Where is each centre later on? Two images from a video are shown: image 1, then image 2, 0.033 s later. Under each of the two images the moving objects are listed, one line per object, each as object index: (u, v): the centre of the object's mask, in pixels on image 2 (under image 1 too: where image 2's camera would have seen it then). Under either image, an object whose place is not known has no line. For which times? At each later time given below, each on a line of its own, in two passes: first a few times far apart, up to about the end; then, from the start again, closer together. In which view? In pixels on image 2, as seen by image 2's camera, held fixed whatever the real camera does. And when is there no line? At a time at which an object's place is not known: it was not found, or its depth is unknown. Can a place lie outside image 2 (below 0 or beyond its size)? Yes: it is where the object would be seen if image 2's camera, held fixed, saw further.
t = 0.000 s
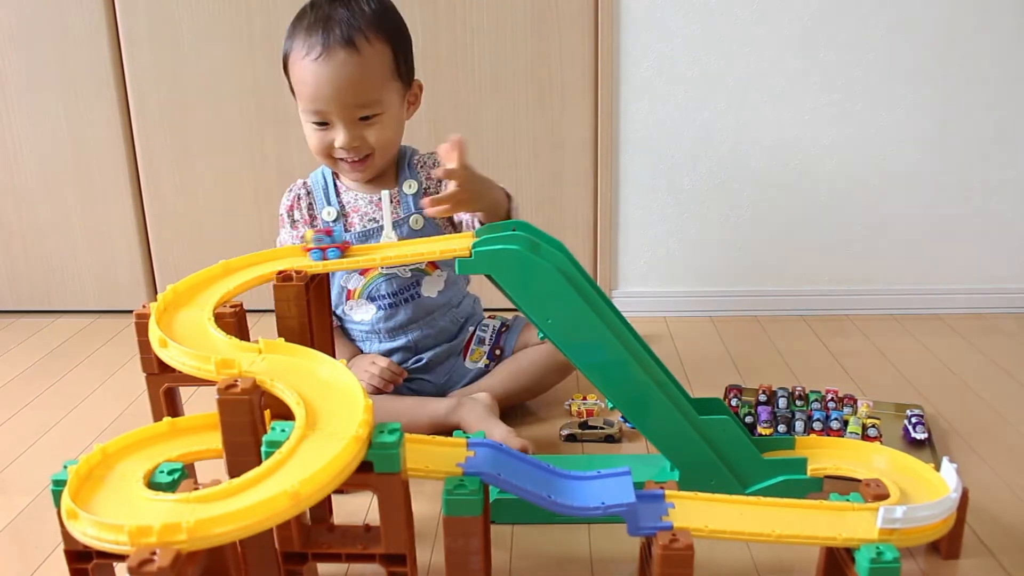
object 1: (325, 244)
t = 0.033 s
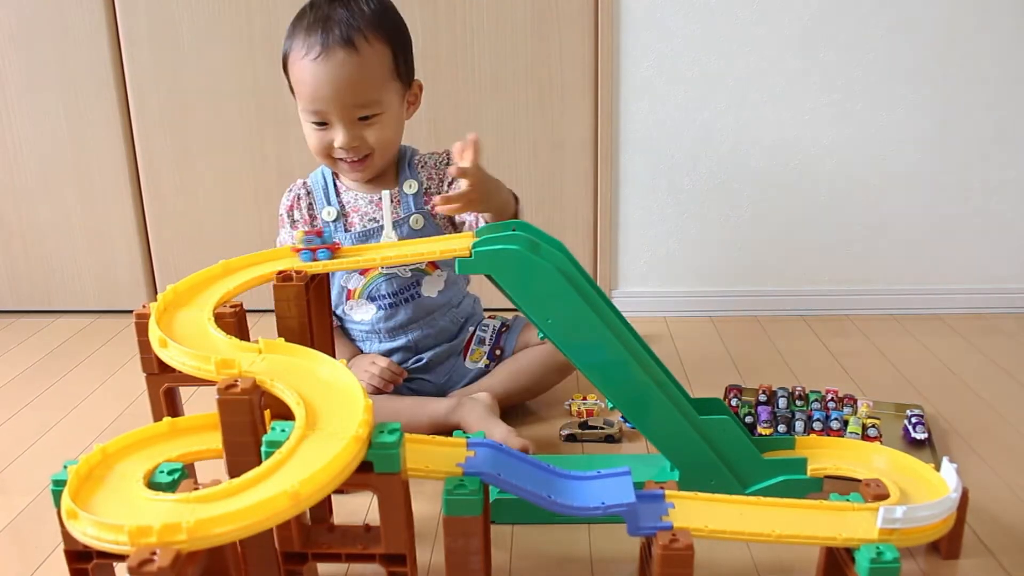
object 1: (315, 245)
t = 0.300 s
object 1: (236, 260)
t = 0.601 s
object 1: (170, 309)
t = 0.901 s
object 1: (280, 354)
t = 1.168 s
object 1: (330, 427)
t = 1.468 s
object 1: (150, 501)
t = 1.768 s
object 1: (119, 446)
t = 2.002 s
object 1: (215, 427)
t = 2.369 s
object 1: (499, 448)
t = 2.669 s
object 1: (796, 492)
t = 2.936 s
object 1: (919, 478)
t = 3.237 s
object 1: (839, 451)
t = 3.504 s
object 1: (826, 450)
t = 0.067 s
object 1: (305, 246)
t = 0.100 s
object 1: (295, 247)
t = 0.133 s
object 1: (285, 247)
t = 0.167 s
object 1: (275, 249)
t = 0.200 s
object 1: (266, 250)
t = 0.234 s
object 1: (257, 253)
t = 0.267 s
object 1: (246, 256)
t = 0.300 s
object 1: (236, 260)
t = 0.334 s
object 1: (226, 264)
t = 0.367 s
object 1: (216, 268)
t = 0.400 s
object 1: (206, 274)
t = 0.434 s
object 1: (197, 280)
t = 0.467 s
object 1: (187, 286)
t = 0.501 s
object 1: (180, 292)
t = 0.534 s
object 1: (175, 297)
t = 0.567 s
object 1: (172, 302)
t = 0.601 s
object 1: (170, 309)
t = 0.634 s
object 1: (172, 315)
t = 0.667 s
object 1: (175, 321)
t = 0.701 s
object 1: (182, 327)
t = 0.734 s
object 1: (191, 332)
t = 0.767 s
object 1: (206, 338)
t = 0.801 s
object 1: (224, 343)
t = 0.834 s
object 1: (244, 348)
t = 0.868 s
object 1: (261, 351)
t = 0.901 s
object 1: (280, 354)
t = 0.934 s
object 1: (301, 358)
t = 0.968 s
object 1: (318, 365)
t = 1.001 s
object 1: (331, 373)
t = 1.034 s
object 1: (340, 385)
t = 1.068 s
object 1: (342, 396)
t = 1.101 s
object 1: (342, 408)
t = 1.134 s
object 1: (337, 417)
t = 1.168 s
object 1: (330, 427)
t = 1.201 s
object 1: (320, 438)
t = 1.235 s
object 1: (307, 450)
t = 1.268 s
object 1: (288, 462)
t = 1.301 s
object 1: (266, 474)
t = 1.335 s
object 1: (243, 485)
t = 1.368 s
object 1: (217, 494)
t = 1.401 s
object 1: (190, 500)
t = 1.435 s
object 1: (167, 501)
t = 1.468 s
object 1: (150, 501)
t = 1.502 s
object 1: (134, 500)
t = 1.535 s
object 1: (119, 499)
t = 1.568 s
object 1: (109, 496)
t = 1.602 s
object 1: (101, 491)
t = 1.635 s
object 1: (97, 484)
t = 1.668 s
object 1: (94, 474)
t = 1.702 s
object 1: (98, 464)
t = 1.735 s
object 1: (108, 454)
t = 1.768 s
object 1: (119, 446)
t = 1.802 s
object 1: (132, 440)
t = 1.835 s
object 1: (148, 435)
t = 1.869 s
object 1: (164, 432)
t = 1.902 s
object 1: (179, 429)
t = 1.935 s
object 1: (195, 426)
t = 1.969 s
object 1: (205, 424)
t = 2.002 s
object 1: (215, 427)
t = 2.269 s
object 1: (423, 443)
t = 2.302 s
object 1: (444, 445)
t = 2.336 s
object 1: (472, 445)
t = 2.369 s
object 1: (499, 448)
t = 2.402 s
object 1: (526, 462)
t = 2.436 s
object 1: (561, 474)
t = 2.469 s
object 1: (602, 478)
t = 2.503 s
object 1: (634, 473)
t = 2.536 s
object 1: (666, 474)
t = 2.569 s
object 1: (697, 484)
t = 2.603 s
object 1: (731, 495)
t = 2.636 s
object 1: (765, 493)
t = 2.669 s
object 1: (796, 492)
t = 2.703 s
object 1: (825, 498)
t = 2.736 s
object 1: (857, 503)
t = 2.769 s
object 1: (885, 500)
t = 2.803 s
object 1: (911, 496)
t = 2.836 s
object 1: (920, 493)
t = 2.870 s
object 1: (925, 490)
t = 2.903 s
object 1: (925, 485)
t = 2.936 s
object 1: (919, 478)
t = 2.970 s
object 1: (909, 471)
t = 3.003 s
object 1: (899, 465)
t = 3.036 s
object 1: (891, 460)
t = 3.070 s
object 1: (881, 457)
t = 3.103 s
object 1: (872, 455)
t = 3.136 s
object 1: (862, 453)
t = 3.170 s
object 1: (854, 452)
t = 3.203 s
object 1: (845, 451)
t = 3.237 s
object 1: (839, 451)
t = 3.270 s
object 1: (833, 451)
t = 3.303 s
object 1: (829, 450)
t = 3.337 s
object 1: (826, 450)
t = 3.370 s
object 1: (826, 450)
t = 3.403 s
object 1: (826, 450)
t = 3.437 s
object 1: (826, 450)
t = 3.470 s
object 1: (826, 450)
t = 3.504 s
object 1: (826, 450)
